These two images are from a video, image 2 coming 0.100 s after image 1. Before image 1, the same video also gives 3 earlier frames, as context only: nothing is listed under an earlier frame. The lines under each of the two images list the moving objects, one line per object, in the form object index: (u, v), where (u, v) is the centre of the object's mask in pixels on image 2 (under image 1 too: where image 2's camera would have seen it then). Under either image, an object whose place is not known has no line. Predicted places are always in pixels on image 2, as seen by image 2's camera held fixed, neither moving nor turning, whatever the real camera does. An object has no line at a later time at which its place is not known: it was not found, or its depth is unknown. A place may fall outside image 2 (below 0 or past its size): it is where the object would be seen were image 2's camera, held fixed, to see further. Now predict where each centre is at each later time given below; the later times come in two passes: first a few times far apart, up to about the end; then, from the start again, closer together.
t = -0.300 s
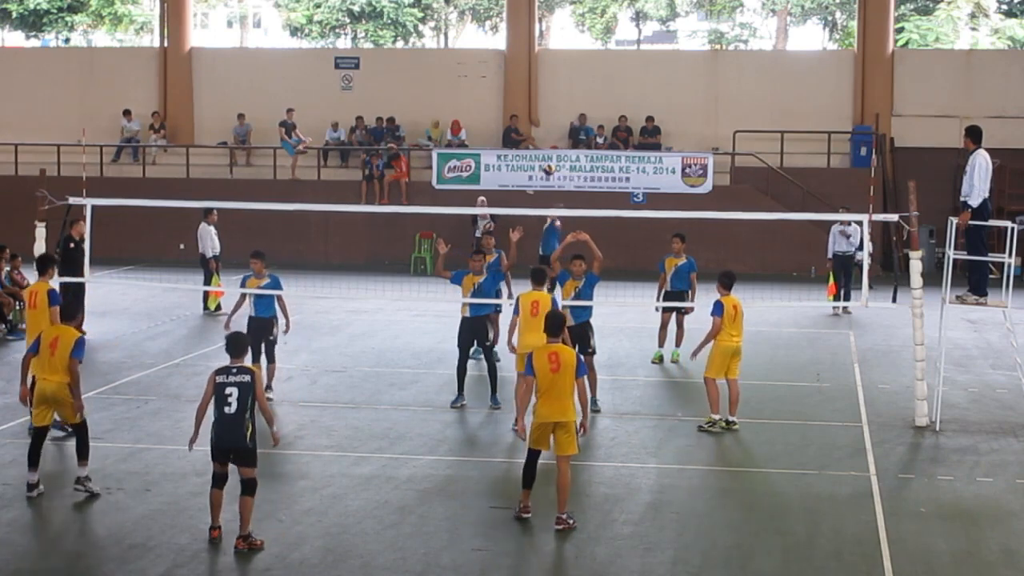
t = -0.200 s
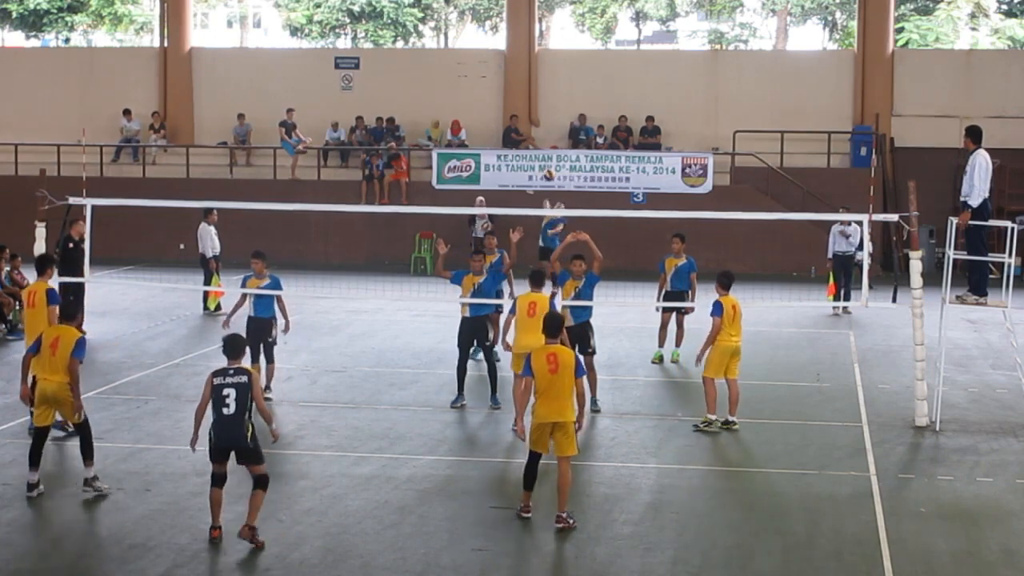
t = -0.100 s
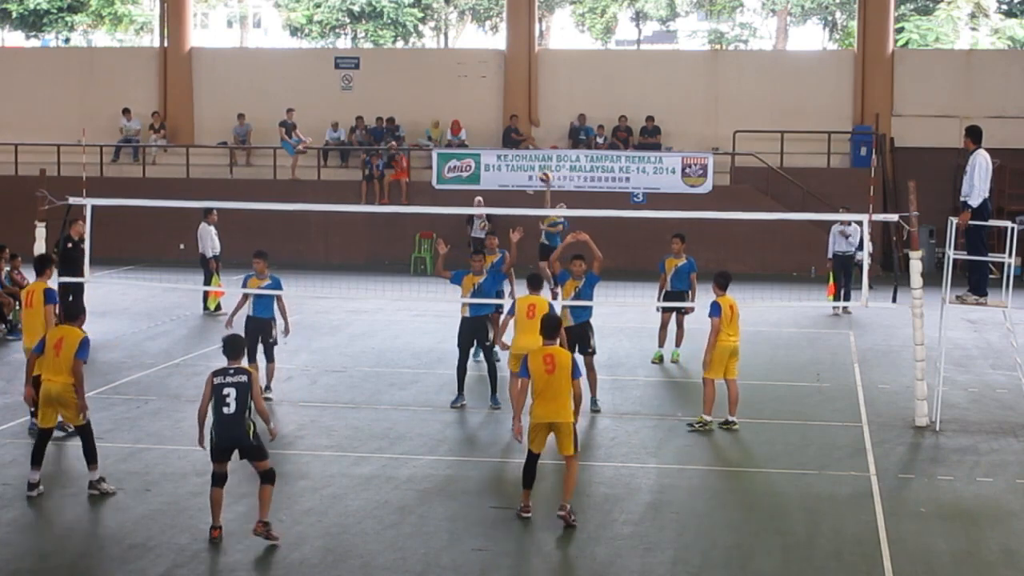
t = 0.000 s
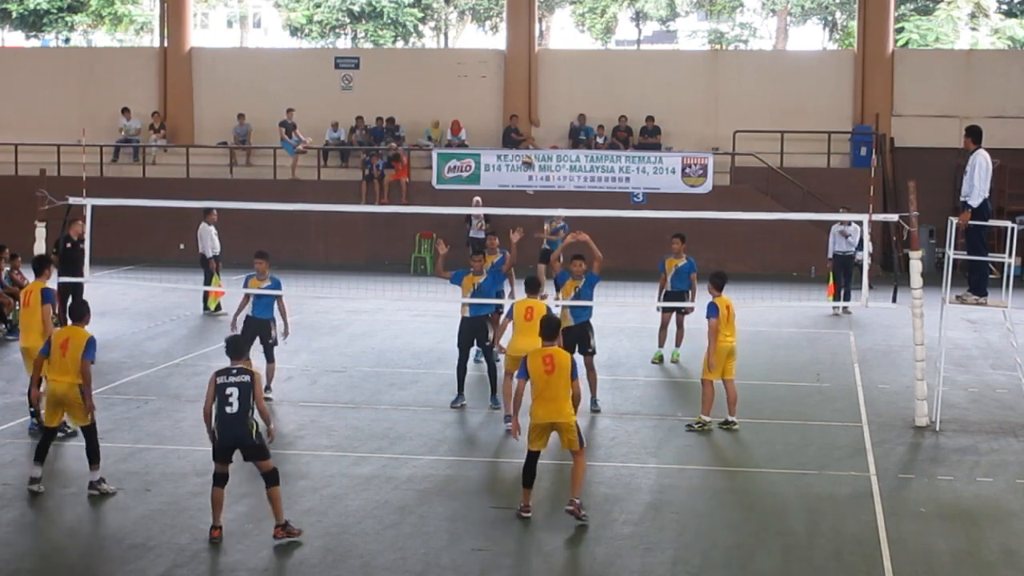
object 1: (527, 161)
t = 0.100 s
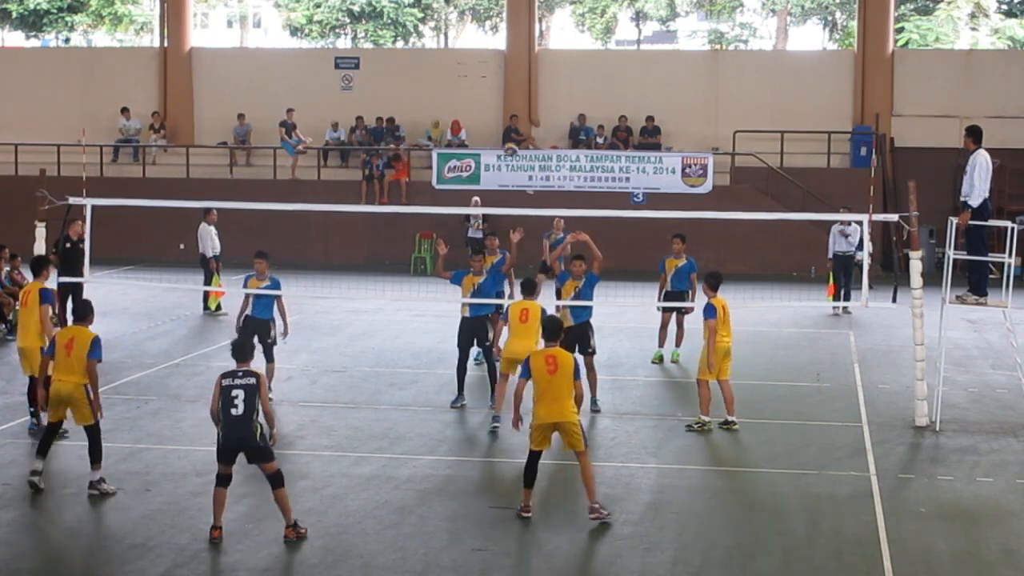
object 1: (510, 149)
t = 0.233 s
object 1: (487, 140)
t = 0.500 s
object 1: (428, 168)
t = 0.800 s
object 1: (336, 297)
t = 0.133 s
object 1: (505, 146)
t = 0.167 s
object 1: (499, 143)
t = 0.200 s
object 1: (493, 141)
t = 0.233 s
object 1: (487, 140)
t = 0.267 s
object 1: (480, 140)
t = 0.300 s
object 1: (474, 141)
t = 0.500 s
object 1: (428, 168)
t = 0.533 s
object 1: (420, 176)
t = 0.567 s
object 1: (412, 186)
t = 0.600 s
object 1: (403, 196)
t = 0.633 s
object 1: (393, 209)
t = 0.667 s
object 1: (382, 224)
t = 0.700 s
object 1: (372, 239)
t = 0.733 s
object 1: (361, 257)
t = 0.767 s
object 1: (349, 275)
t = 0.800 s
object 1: (336, 297)
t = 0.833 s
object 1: (323, 319)
